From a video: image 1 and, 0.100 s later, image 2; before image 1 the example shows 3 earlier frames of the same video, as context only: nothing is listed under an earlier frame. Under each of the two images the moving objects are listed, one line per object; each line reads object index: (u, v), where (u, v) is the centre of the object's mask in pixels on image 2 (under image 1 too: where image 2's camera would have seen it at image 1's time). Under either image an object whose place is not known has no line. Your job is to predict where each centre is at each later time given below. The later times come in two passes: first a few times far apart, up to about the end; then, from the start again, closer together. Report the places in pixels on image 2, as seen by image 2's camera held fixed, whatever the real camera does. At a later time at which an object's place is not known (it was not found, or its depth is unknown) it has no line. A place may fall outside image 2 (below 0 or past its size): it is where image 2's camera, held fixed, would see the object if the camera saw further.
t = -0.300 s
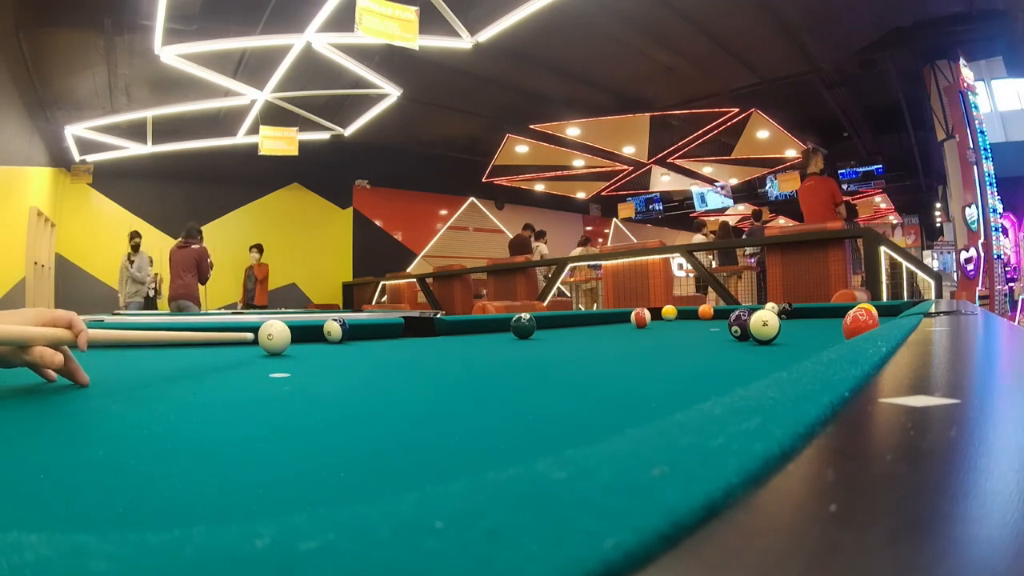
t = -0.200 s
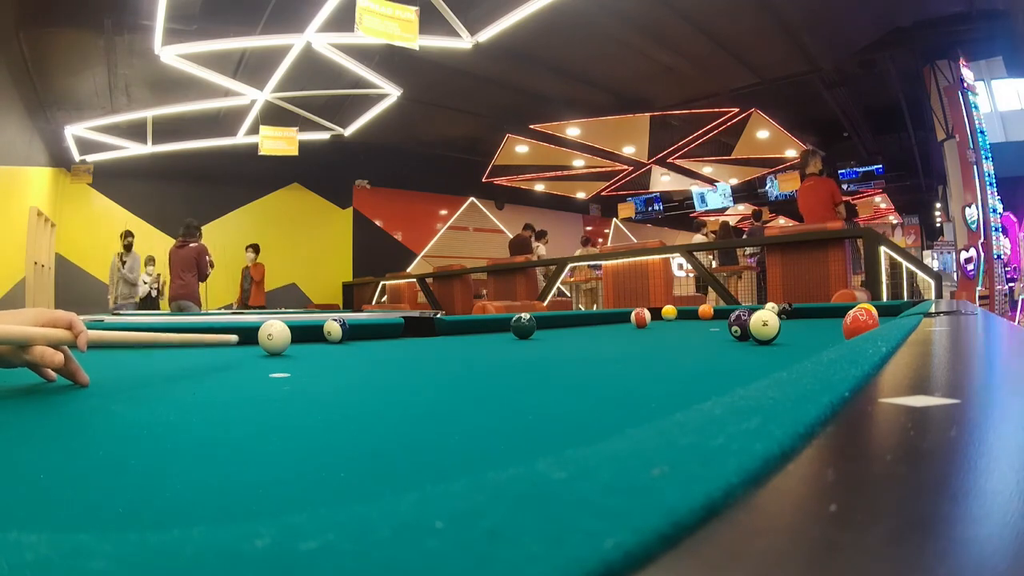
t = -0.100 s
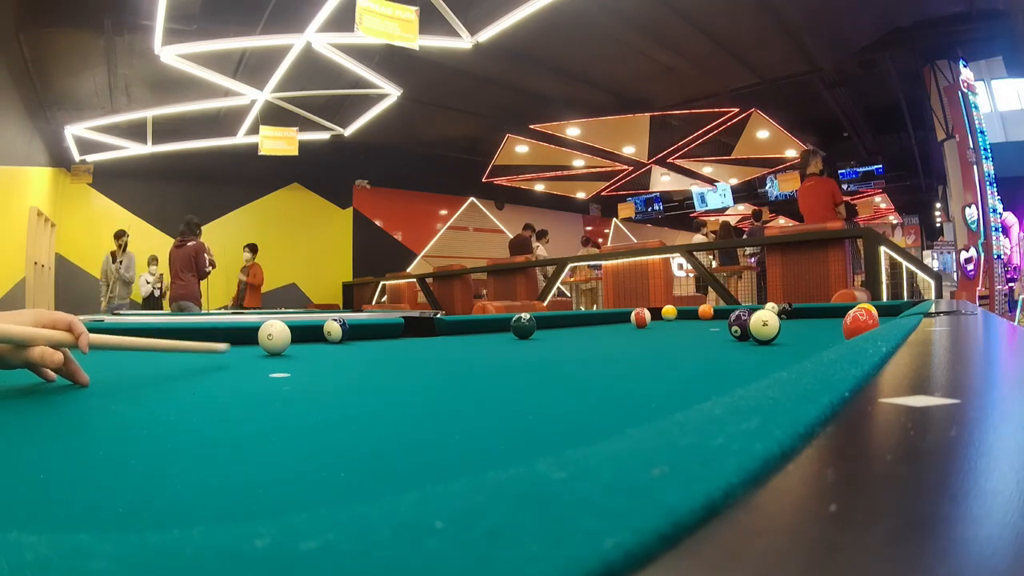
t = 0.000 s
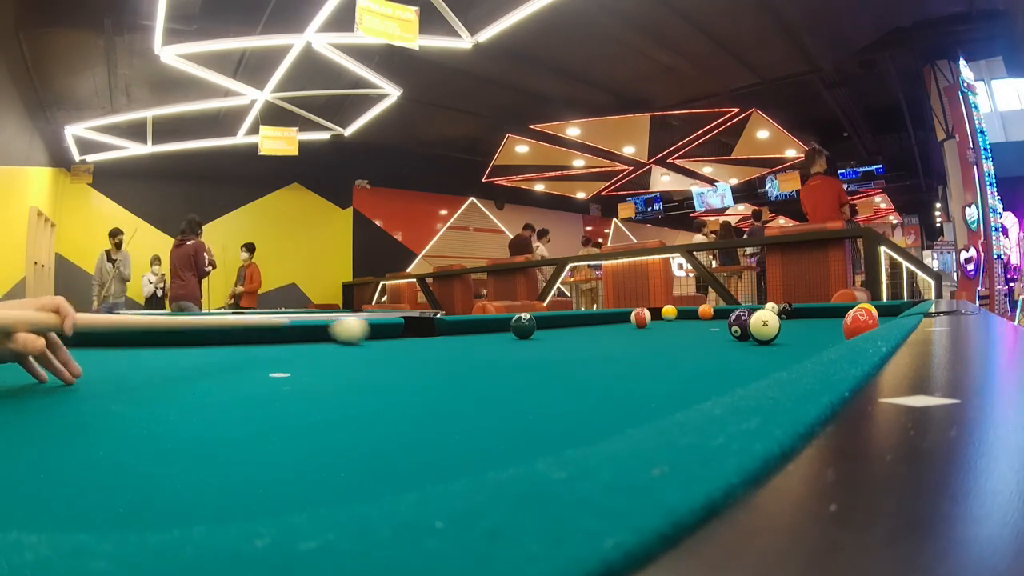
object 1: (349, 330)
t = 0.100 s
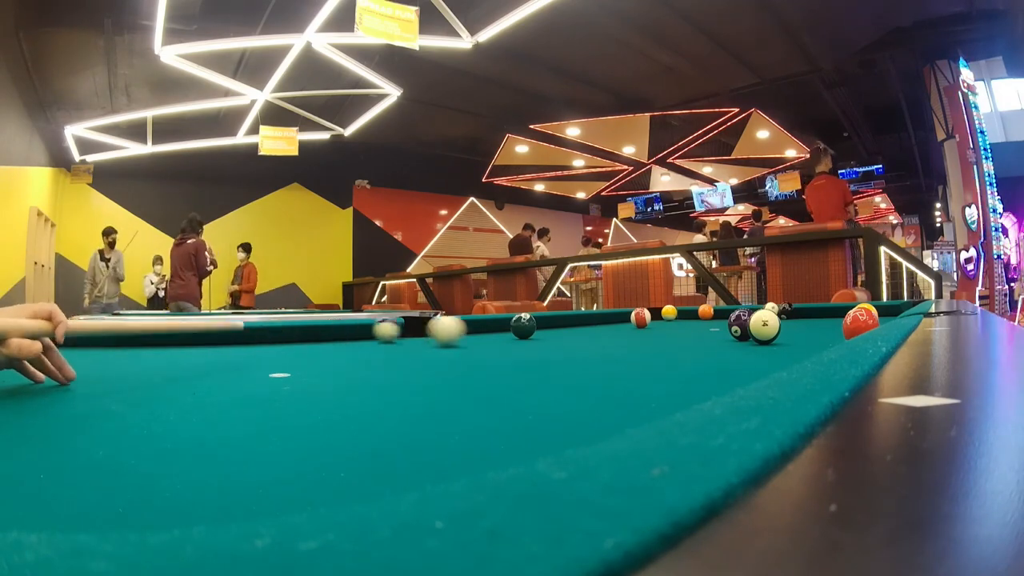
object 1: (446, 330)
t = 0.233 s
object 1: (579, 328)
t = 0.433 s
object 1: (721, 324)
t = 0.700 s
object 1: (781, 317)
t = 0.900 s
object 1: (802, 318)
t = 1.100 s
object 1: (821, 316)
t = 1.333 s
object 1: (838, 313)
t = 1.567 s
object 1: (844, 310)
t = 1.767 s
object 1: (844, 309)
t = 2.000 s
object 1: (844, 309)
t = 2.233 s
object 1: (843, 309)
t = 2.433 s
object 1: (843, 309)
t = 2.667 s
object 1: (843, 309)
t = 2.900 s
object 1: (843, 309)
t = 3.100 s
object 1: (843, 309)
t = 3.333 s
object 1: (843, 308)
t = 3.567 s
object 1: (843, 309)
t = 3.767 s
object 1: (843, 309)
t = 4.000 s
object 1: (843, 309)
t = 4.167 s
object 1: (843, 309)
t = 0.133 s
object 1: (478, 330)
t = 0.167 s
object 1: (511, 329)
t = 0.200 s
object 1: (545, 329)
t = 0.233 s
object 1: (579, 328)
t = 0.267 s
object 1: (611, 328)
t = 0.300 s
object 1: (645, 327)
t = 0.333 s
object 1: (679, 325)
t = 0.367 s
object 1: (709, 325)
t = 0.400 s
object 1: (715, 325)
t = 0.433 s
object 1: (721, 324)
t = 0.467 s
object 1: (729, 323)
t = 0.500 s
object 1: (735, 323)
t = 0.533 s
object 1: (740, 322)
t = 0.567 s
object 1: (744, 320)
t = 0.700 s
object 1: (781, 317)
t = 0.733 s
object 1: (784, 318)
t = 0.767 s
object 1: (787, 319)
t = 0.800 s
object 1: (790, 319)
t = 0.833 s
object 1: (793, 319)
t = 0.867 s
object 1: (798, 319)
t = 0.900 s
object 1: (802, 318)
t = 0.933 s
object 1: (805, 318)
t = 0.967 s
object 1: (809, 317)
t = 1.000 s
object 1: (812, 317)
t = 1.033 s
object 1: (815, 317)
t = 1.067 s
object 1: (819, 317)
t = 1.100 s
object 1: (821, 316)
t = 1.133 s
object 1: (824, 316)
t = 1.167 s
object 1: (827, 316)
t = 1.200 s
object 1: (830, 315)
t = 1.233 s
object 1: (833, 315)
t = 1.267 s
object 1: (834, 314)
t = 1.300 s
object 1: (836, 314)
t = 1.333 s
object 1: (838, 313)
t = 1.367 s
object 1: (839, 313)
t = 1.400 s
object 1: (841, 312)
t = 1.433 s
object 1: (842, 311)
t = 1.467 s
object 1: (843, 310)
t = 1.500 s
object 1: (843, 310)
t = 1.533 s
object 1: (844, 310)
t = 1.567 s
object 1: (844, 310)
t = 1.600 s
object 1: (844, 310)
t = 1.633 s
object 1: (844, 310)
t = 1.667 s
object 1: (844, 310)
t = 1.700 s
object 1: (844, 309)
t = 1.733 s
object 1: (844, 309)
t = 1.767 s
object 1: (844, 309)
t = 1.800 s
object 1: (844, 309)
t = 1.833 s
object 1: (844, 309)
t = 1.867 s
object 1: (844, 309)
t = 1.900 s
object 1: (844, 309)
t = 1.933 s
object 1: (844, 309)
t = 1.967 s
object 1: (844, 309)
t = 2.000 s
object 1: (844, 309)
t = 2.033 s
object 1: (844, 309)
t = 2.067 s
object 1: (843, 309)
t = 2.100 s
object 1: (843, 309)
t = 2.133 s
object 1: (843, 309)
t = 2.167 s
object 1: (843, 309)
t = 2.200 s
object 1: (843, 309)
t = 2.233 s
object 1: (843, 309)
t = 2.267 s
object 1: (843, 309)
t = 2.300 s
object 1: (843, 309)
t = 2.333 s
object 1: (843, 309)
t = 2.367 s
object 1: (843, 309)
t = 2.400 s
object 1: (843, 309)
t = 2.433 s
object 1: (843, 309)
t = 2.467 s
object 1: (843, 309)
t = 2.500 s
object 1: (843, 309)
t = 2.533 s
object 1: (843, 309)
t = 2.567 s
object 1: (843, 309)
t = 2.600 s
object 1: (843, 309)
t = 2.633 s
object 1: (843, 309)
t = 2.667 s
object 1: (843, 309)
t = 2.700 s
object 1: (844, 309)
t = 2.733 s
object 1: (844, 308)
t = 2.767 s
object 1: (844, 309)
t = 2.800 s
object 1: (843, 309)
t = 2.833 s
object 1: (843, 309)
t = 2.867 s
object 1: (843, 309)
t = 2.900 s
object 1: (843, 309)
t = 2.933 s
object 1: (843, 309)
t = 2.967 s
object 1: (843, 309)
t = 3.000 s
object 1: (843, 309)
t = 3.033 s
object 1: (843, 309)
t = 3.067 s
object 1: (843, 309)
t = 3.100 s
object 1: (843, 309)
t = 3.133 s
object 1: (843, 308)
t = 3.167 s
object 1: (843, 308)
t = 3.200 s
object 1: (843, 309)
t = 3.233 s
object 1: (843, 308)
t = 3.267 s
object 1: (843, 308)
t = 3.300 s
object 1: (843, 308)
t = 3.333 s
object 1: (843, 308)
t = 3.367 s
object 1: (843, 308)
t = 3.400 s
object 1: (843, 309)
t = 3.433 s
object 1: (843, 308)
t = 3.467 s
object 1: (843, 308)
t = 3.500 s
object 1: (843, 309)
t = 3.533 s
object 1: (843, 308)
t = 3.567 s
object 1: (843, 309)
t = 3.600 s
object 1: (843, 309)
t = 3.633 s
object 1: (843, 309)
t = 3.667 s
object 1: (843, 309)
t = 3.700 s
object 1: (843, 309)
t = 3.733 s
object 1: (843, 309)
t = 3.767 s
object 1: (843, 309)
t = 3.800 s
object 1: (843, 308)
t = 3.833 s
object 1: (843, 309)
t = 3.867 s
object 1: (843, 309)
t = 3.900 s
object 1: (843, 309)
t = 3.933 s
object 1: (843, 309)
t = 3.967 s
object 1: (843, 309)
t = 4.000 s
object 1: (843, 309)
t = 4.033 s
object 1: (843, 308)
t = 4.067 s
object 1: (843, 308)
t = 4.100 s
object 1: (843, 309)
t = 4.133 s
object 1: (843, 309)
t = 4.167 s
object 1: (843, 309)
